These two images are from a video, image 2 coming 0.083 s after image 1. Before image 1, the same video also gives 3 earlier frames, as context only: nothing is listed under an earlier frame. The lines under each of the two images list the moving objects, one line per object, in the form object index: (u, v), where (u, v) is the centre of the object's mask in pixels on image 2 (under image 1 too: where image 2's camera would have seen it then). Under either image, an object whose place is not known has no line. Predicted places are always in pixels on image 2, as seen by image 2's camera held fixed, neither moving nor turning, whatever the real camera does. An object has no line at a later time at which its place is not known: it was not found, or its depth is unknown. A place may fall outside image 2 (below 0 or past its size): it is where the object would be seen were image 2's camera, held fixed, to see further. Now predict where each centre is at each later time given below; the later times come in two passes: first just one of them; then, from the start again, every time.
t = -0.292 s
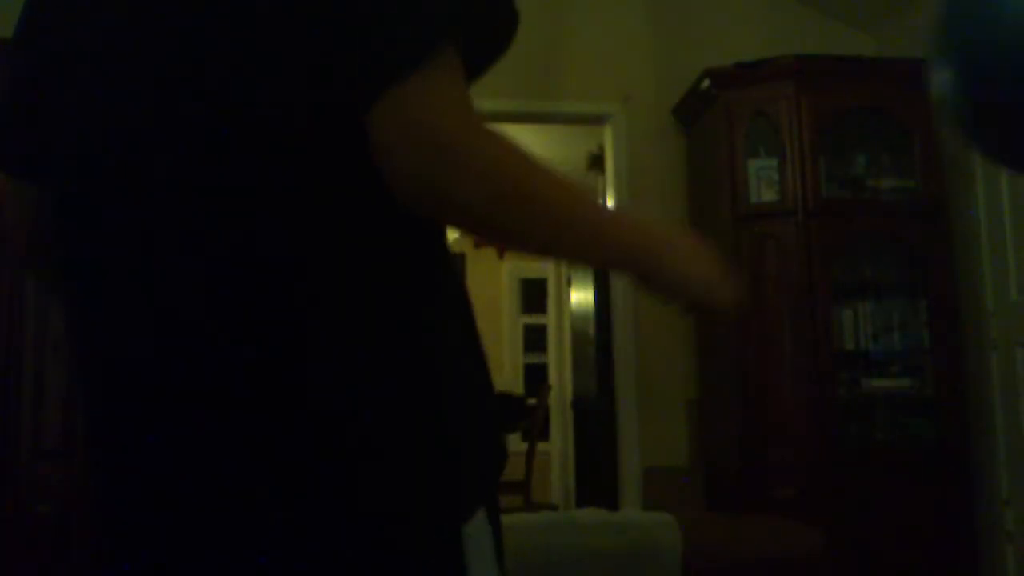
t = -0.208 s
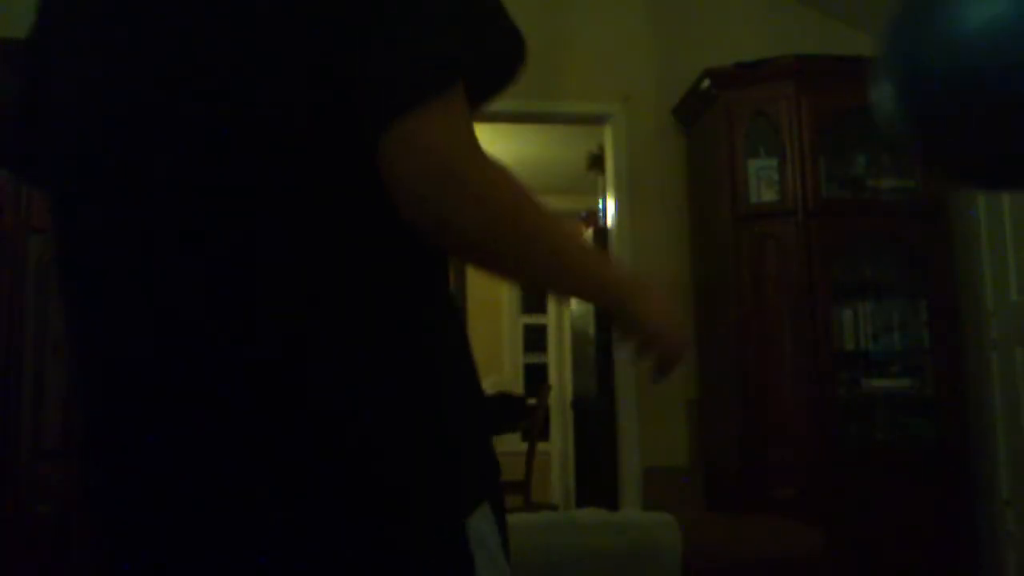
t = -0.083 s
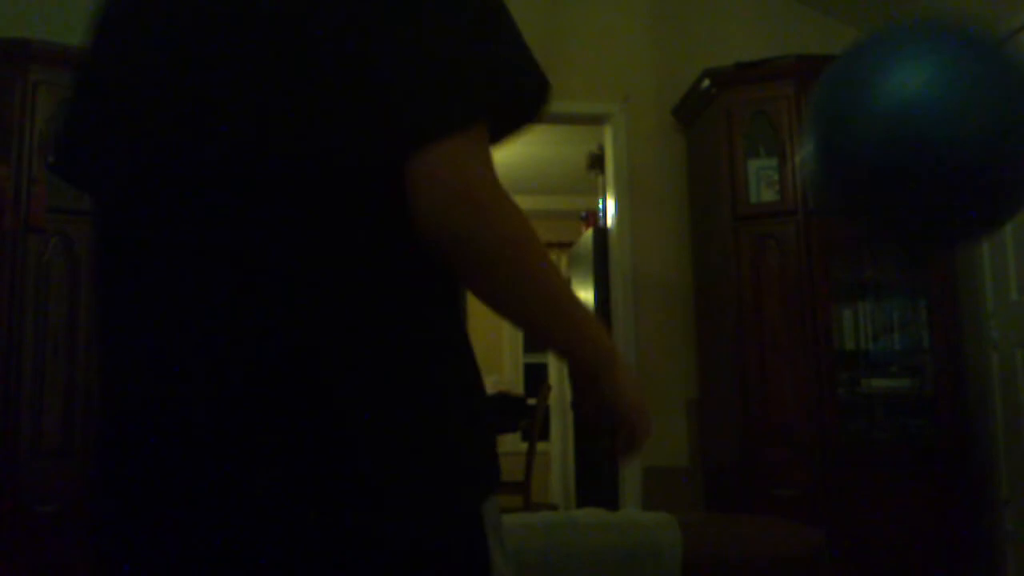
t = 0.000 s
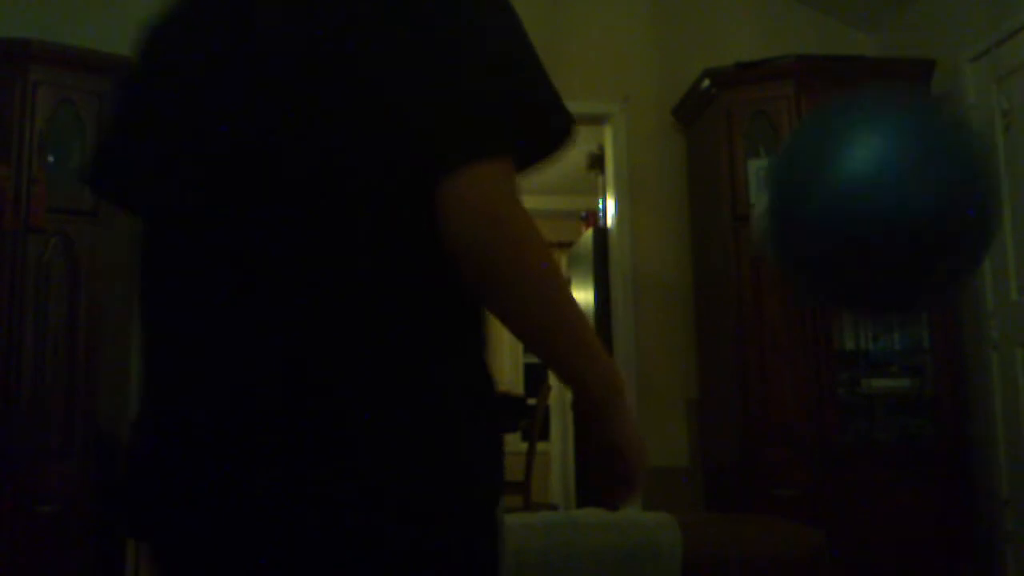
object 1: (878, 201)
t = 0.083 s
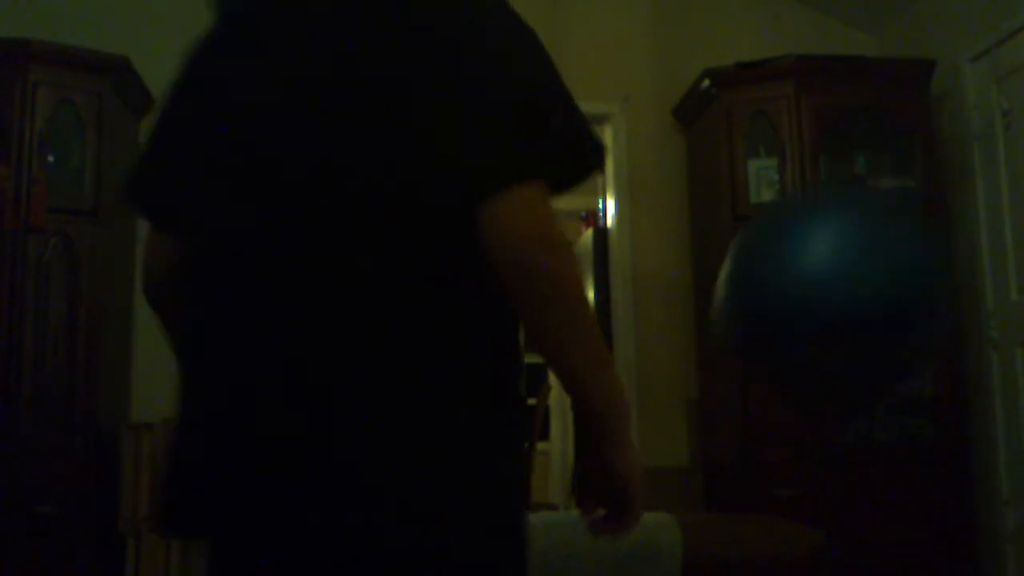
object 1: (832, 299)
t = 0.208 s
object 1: (778, 446)
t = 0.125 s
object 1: (811, 354)
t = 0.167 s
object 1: (784, 410)
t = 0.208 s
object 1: (778, 446)
